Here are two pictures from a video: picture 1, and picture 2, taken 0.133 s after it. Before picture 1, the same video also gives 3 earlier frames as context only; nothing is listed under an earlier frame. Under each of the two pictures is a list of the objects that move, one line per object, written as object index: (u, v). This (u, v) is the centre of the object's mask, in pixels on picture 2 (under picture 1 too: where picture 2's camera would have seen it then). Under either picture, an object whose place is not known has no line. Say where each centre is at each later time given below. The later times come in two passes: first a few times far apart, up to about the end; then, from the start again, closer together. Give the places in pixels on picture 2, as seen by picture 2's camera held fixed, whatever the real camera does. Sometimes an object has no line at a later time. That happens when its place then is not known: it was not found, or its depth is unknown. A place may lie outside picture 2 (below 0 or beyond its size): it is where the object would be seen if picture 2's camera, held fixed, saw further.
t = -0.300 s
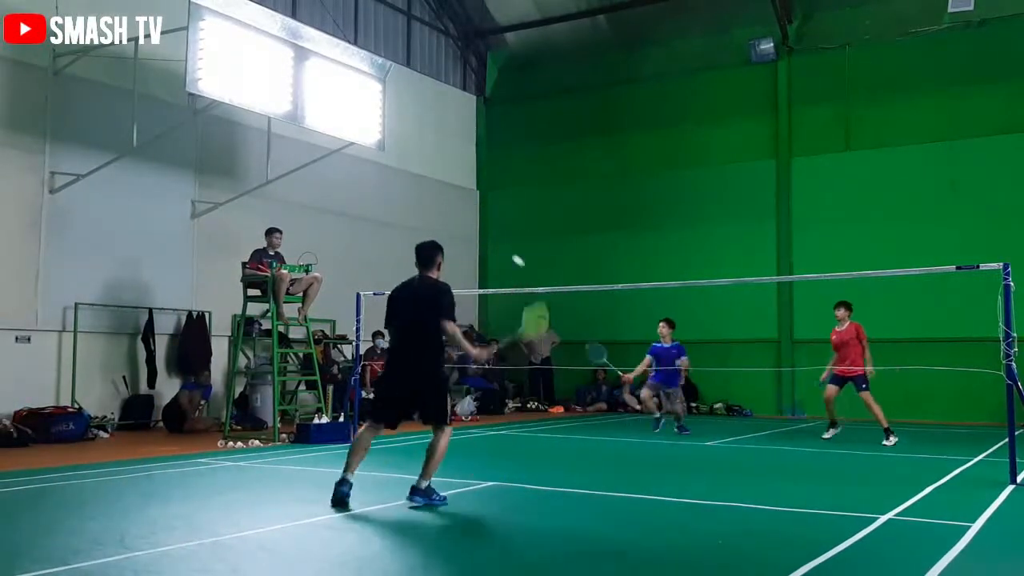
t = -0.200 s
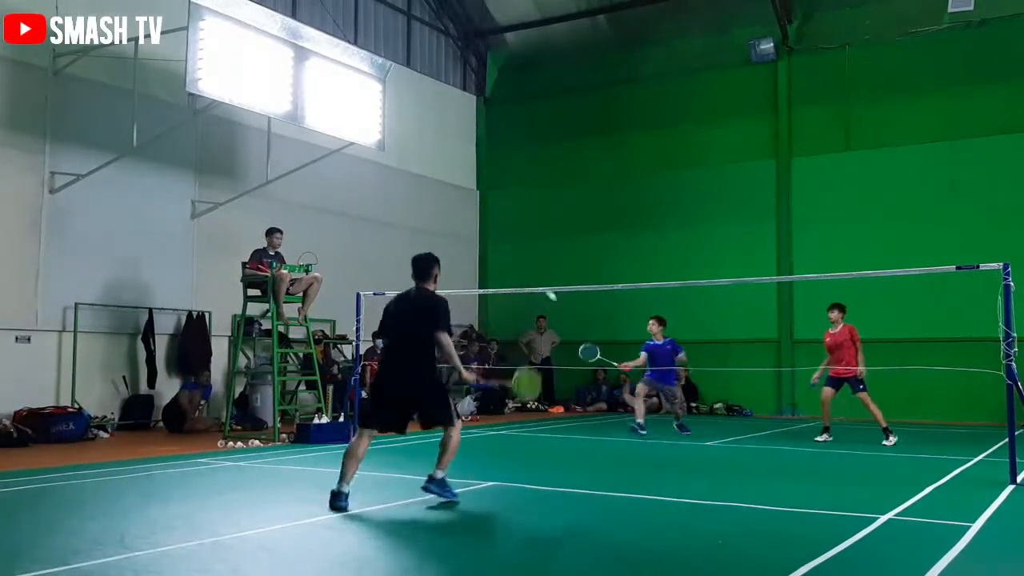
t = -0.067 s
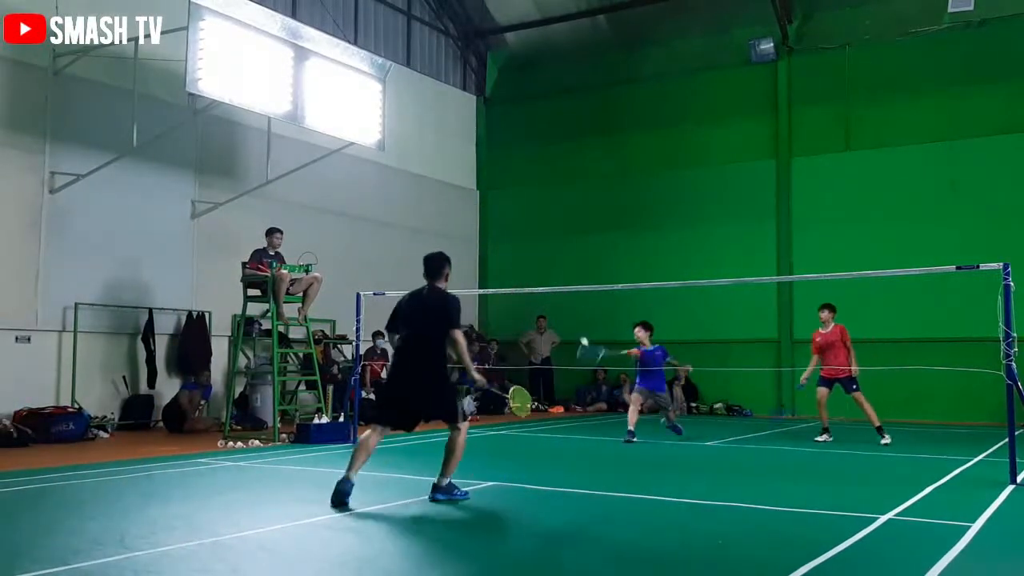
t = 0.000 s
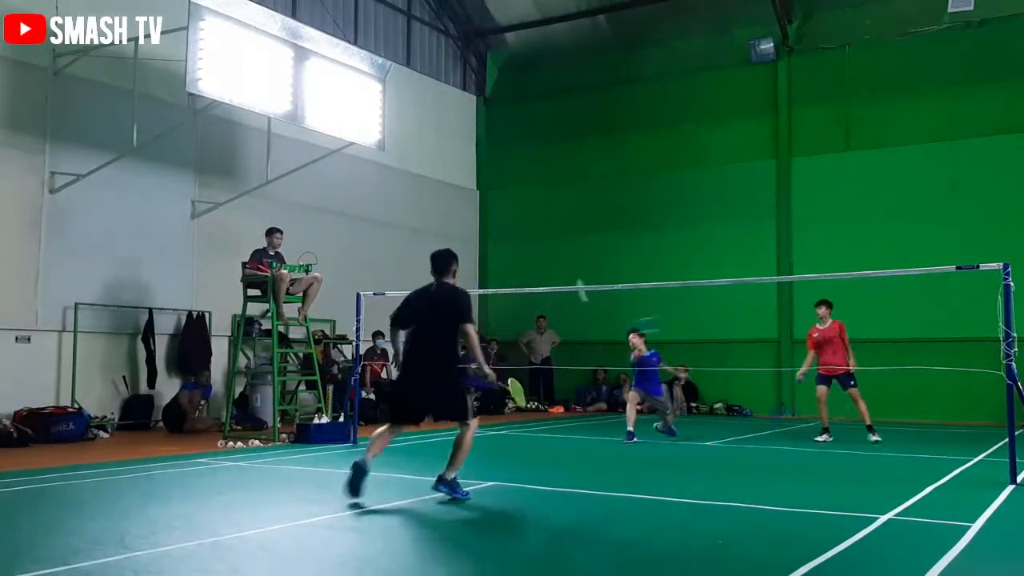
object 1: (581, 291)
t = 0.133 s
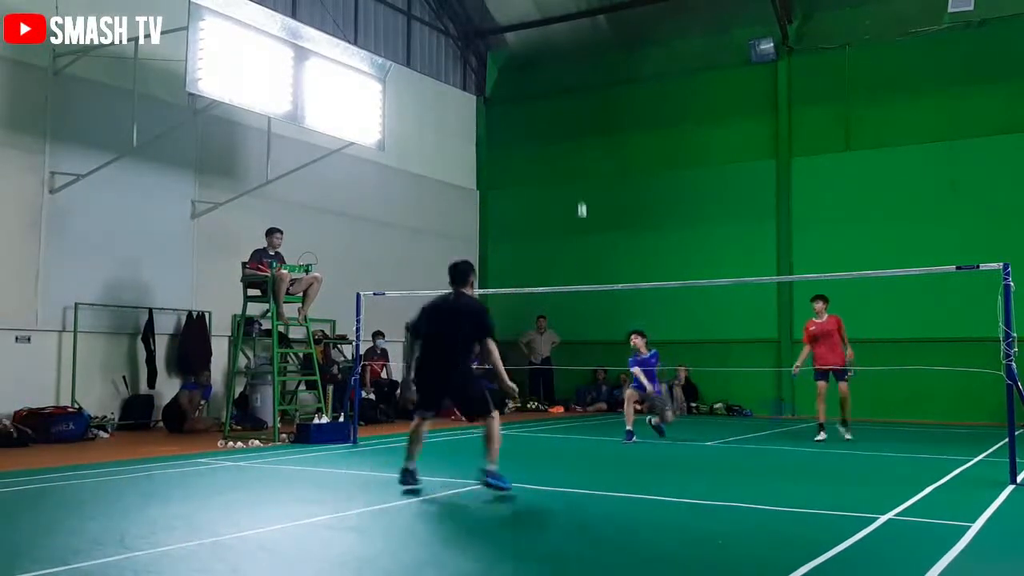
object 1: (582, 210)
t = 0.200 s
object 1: (580, 177)
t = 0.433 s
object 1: (574, 98)
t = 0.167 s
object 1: (581, 193)
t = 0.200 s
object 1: (580, 177)
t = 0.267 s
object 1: (580, 148)
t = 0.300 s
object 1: (579, 135)
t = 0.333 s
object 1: (578, 124)
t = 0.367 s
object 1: (576, 113)
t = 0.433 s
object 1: (574, 98)
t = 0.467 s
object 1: (572, 93)
